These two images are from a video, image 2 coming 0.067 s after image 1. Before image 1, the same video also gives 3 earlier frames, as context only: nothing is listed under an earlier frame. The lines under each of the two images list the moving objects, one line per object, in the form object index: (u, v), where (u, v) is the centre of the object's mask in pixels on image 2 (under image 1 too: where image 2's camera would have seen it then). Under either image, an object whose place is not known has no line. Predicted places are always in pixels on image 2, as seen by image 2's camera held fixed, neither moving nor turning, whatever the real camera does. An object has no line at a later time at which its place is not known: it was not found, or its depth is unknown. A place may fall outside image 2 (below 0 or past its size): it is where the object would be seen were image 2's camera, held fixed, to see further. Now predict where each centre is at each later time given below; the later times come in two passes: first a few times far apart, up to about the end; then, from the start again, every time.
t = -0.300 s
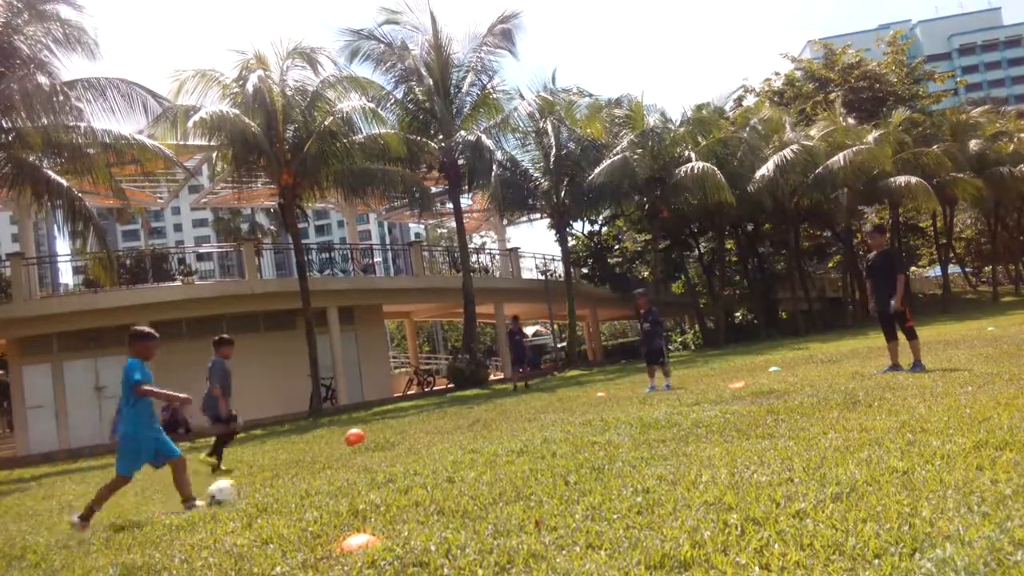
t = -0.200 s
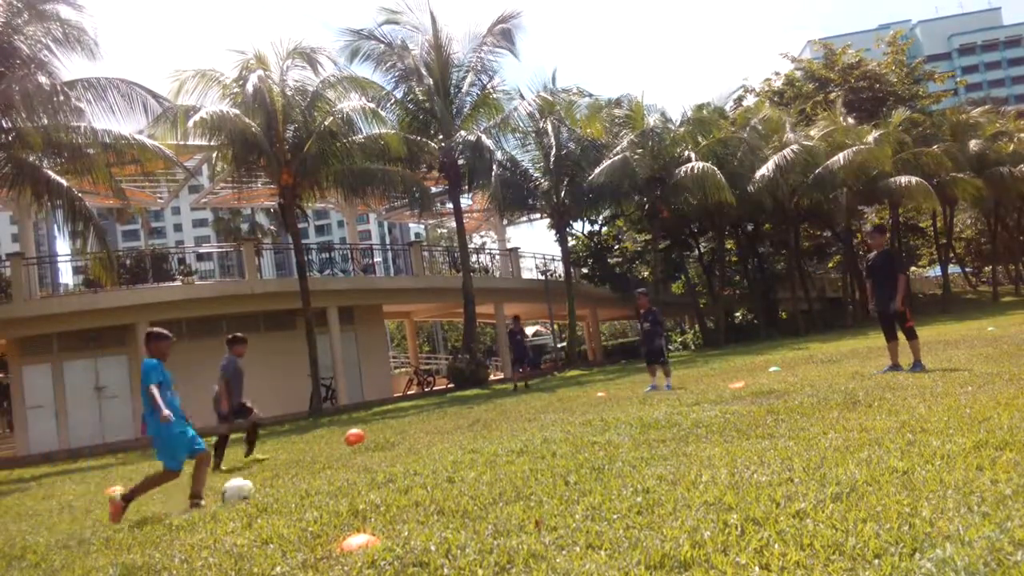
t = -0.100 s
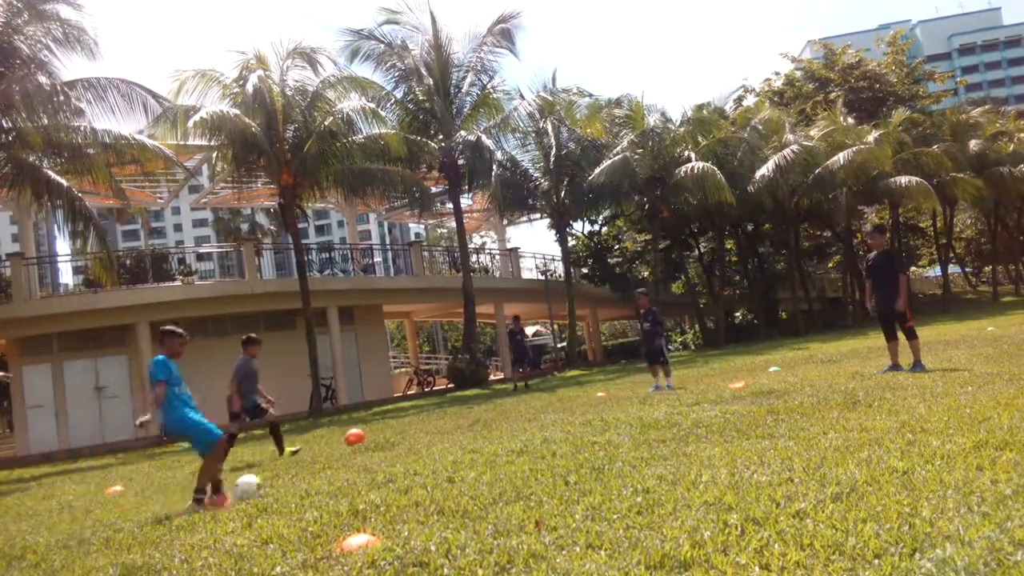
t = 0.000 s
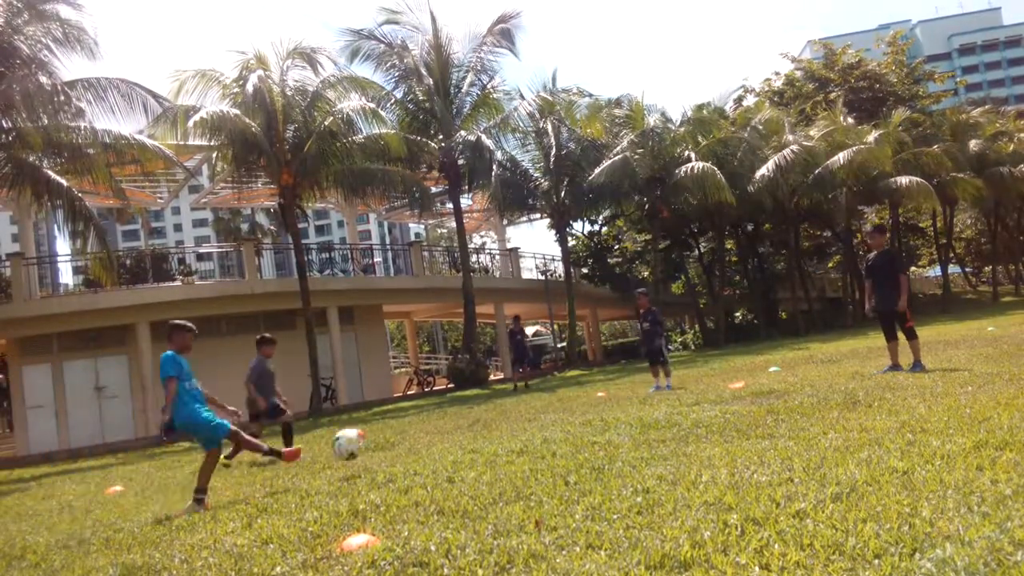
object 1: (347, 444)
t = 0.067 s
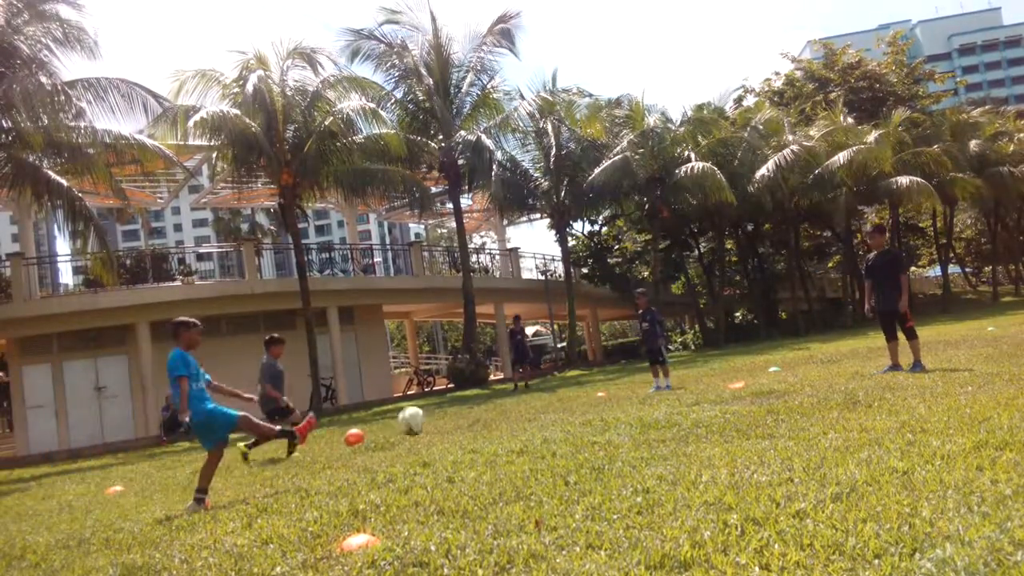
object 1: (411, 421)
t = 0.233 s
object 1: (561, 392)
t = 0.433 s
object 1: (726, 402)
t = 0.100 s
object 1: (444, 411)
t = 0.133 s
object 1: (473, 403)
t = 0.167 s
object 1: (504, 397)
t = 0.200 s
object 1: (534, 395)
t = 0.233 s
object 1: (561, 392)
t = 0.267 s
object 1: (589, 390)
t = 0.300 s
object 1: (615, 390)
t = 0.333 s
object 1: (645, 391)
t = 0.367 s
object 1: (671, 395)
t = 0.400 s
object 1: (699, 399)
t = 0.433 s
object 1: (726, 402)
